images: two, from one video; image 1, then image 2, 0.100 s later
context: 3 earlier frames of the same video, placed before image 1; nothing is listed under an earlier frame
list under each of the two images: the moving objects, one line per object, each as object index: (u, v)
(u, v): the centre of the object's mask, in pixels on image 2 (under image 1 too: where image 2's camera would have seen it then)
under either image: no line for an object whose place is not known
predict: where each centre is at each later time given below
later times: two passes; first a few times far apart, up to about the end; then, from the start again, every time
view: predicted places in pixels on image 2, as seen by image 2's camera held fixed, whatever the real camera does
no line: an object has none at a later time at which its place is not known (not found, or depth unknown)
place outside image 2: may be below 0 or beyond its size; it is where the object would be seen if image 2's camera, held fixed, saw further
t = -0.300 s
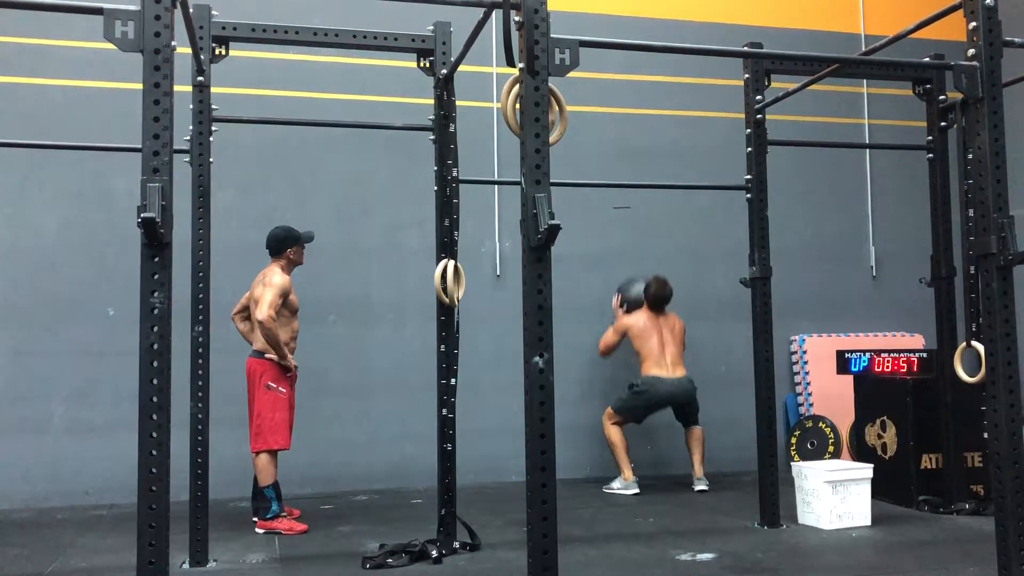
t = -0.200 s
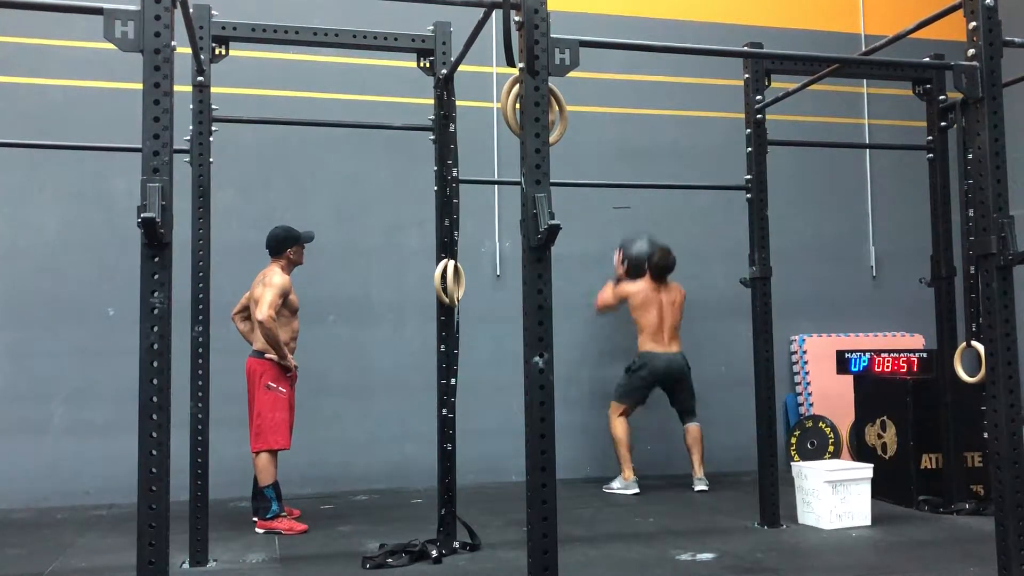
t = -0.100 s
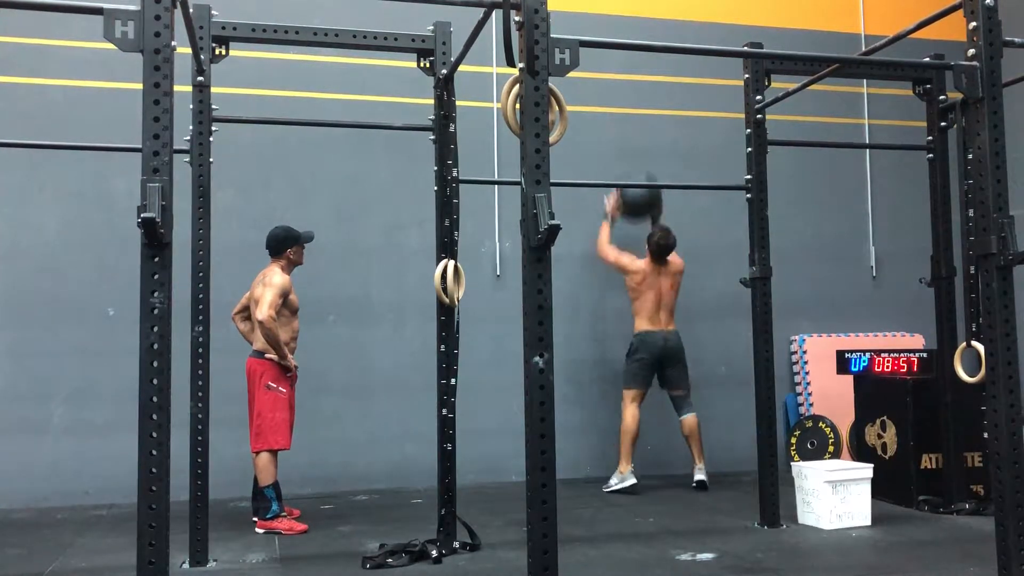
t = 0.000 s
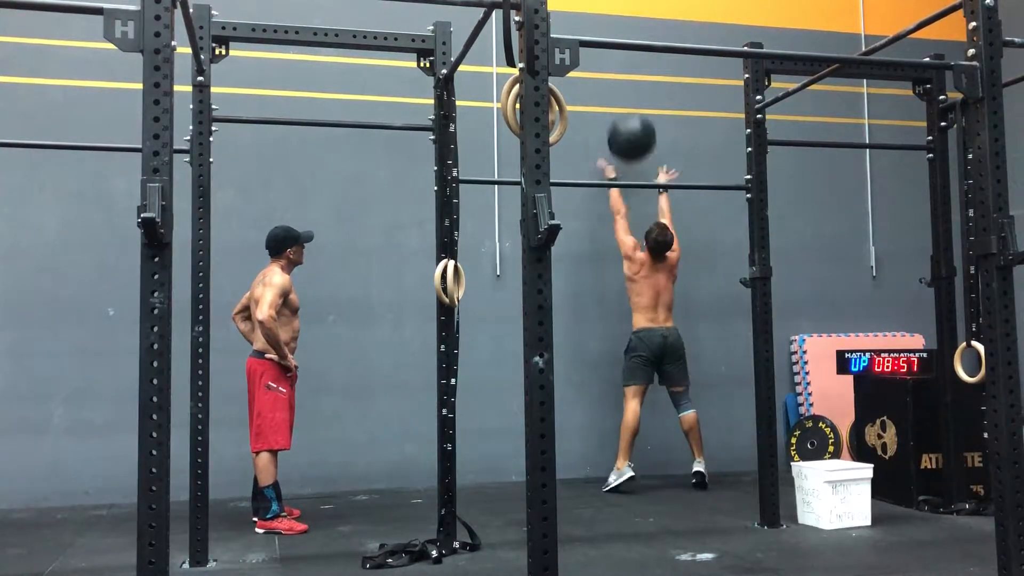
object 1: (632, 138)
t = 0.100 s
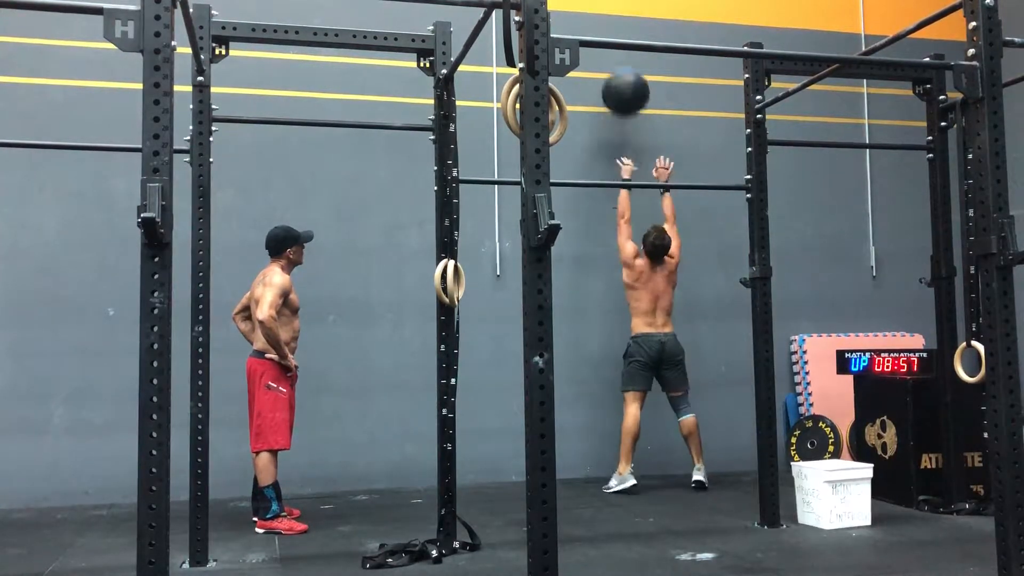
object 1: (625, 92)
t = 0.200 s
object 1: (619, 66)
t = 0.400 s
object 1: (615, 39)
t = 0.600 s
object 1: (618, 69)
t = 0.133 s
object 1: (623, 79)
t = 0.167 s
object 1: (621, 71)
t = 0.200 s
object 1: (619, 66)
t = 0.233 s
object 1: (618, 57)
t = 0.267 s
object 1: (616, 51)
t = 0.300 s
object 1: (614, 49)
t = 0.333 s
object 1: (612, 49)
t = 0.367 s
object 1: (614, 39)
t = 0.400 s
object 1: (615, 39)
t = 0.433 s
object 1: (616, 39)
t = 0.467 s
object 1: (615, 39)
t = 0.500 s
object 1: (615, 48)
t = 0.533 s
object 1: (617, 53)
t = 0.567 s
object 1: (617, 64)
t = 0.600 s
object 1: (618, 69)
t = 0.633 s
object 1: (619, 75)
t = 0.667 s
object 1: (619, 87)
